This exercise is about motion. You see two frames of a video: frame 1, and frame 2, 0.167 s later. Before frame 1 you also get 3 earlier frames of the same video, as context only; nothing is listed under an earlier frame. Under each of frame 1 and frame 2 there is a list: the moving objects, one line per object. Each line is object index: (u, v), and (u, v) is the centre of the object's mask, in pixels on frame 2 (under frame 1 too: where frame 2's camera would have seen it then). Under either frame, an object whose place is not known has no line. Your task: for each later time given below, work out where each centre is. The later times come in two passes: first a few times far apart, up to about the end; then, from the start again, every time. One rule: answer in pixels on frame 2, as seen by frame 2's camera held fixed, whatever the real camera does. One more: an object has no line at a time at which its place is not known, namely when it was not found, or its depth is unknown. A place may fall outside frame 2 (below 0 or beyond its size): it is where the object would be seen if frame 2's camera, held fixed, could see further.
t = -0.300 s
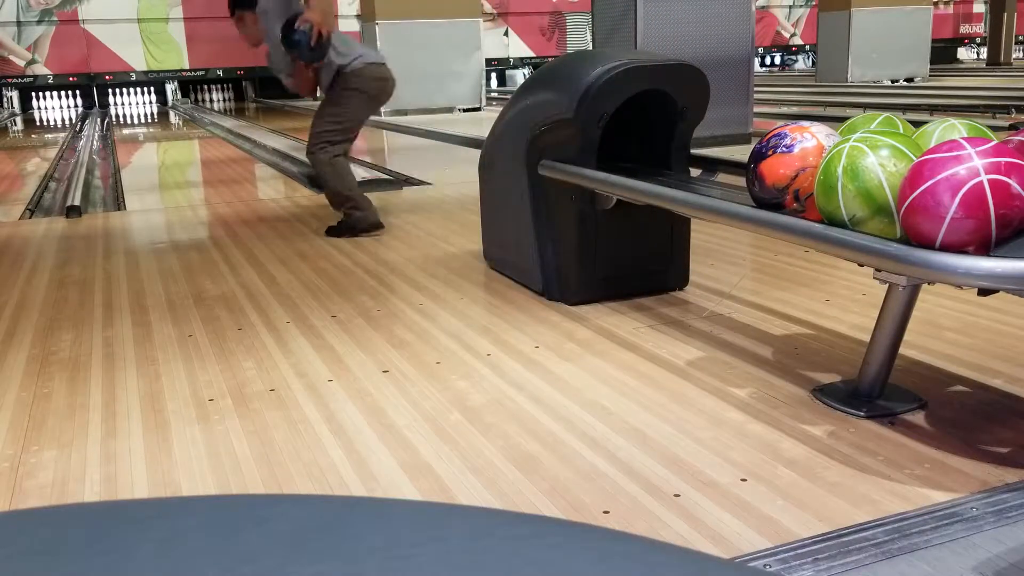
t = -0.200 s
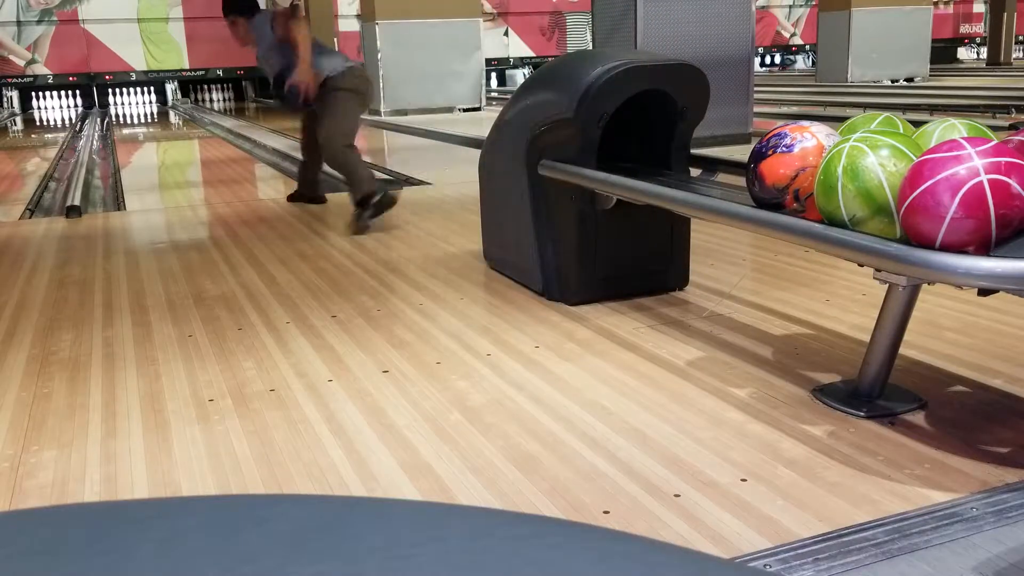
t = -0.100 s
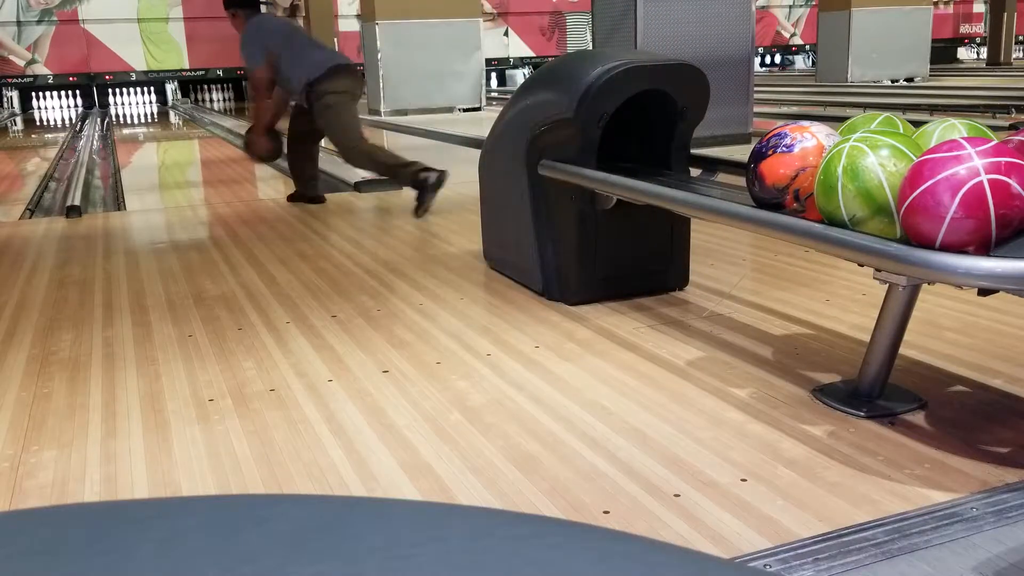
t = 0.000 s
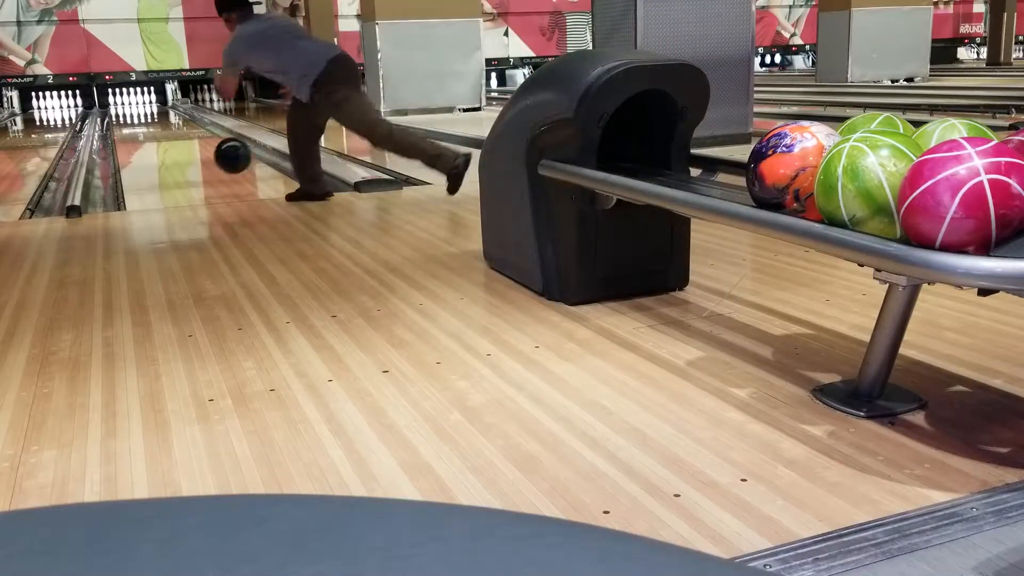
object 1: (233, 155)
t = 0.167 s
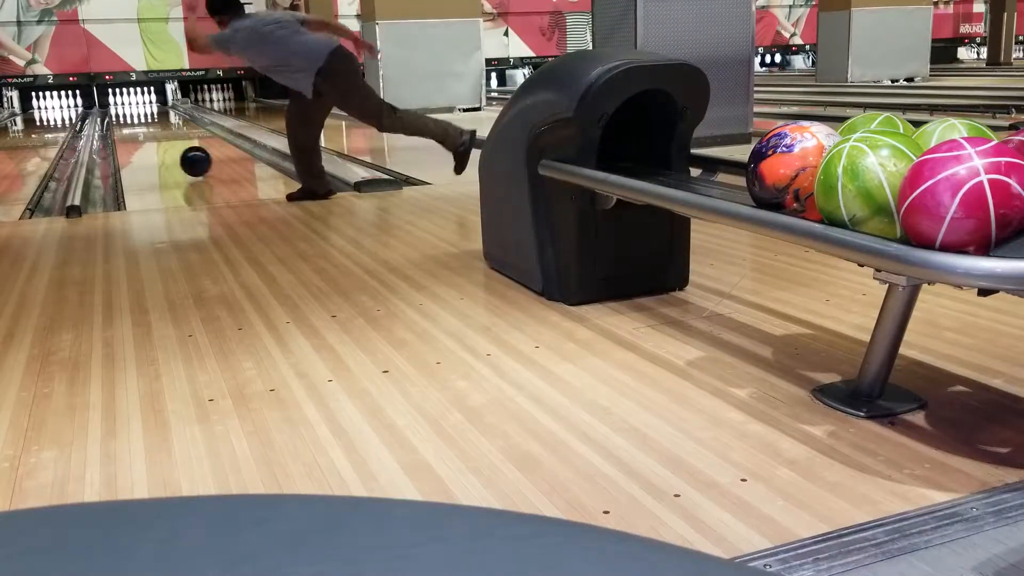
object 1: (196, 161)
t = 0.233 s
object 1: (183, 158)
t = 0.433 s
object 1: (155, 146)
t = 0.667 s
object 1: (132, 136)
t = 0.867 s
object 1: (118, 129)
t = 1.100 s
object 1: (106, 127)
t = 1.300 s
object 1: (104, 123)
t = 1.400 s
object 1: (102, 123)
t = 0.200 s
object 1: (189, 160)
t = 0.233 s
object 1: (183, 158)
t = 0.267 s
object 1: (178, 156)
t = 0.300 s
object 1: (172, 153)
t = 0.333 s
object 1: (167, 151)
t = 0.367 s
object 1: (163, 150)
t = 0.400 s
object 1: (159, 148)
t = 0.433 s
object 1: (155, 146)
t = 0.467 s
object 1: (151, 145)
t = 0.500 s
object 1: (147, 143)
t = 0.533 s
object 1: (144, 141)
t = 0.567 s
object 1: (141, 140)
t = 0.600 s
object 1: (138, 139)
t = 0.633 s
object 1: (135, 137)
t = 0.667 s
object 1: (132, 136)
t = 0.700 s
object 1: (129, 135)
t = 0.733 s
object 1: (127, 134)
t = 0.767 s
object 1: (125, 133)
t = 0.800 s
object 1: (122, 132)
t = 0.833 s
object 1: (120, 131)
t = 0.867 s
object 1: (118, 129)
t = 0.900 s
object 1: (116, 129)
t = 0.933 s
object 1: (115, 128)
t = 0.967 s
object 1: (113, 127)
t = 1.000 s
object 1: (111, 126)
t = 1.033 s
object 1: (110, 126)
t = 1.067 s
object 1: (108, 126)
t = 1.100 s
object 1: (106, 127)
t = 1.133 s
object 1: (104, 127)
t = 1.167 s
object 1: (102, 127)
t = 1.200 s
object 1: (102, 126)
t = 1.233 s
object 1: (103, 125)
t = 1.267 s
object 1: (104, 124)
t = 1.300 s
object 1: (104, 123)
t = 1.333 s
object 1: (103, 123)
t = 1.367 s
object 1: (103, 123)
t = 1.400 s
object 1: (102, 123)
